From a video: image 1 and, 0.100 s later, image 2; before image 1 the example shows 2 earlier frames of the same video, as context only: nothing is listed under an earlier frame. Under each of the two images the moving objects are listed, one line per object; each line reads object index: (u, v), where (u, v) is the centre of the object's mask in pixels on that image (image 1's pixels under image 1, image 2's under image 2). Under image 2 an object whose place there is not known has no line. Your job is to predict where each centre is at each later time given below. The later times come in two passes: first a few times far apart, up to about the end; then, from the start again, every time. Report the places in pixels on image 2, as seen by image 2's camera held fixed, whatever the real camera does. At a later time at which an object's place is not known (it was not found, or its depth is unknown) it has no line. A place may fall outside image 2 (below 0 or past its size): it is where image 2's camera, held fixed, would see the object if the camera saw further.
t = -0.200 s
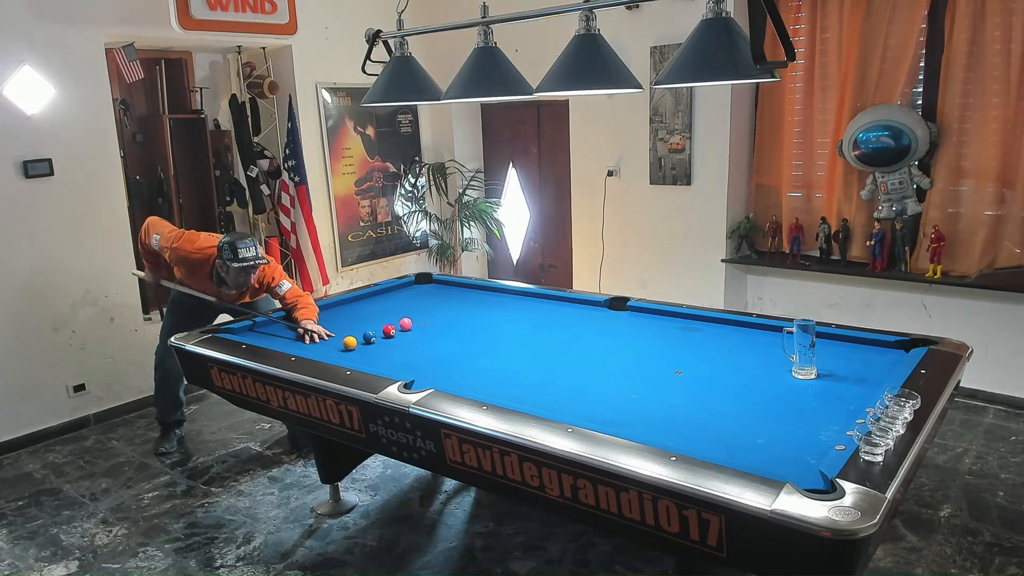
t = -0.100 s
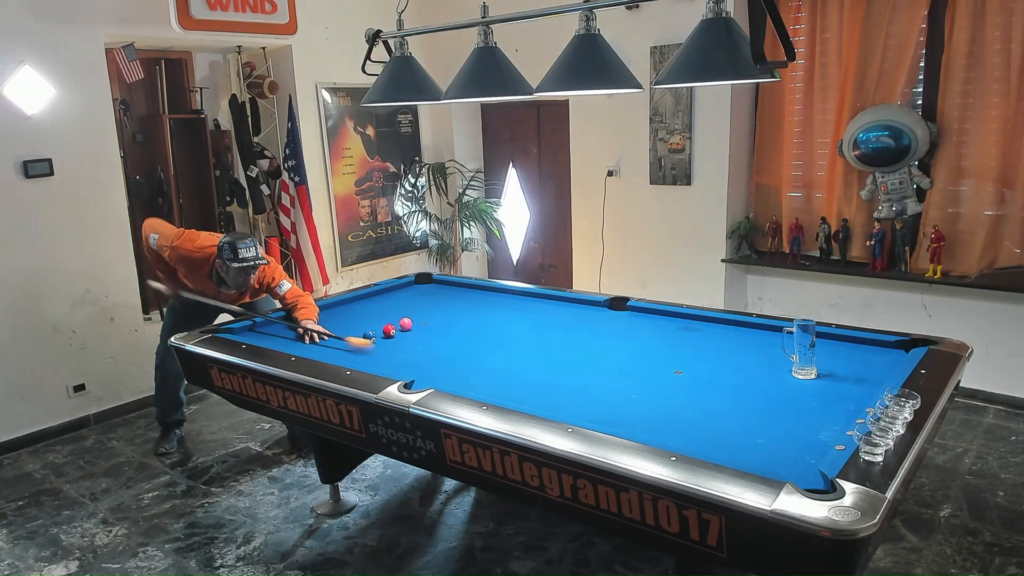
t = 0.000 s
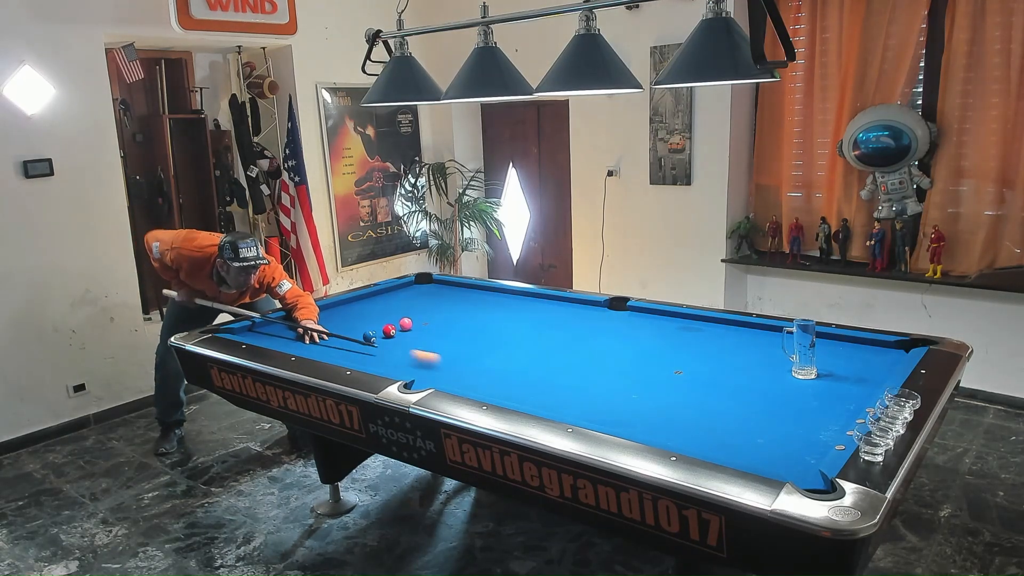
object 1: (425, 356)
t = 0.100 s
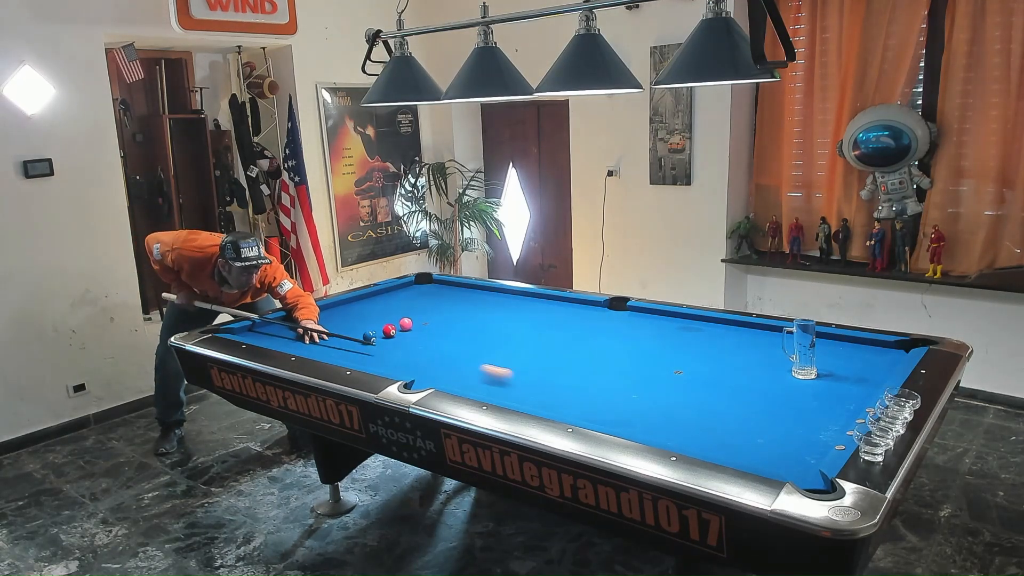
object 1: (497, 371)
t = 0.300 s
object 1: (662, 408)
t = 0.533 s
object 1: (761, 432)
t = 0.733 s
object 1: (643, 408)
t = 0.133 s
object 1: (521, 376)
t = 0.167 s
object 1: (547, 382)
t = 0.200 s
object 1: (573, 387)
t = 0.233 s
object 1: (601, 394)
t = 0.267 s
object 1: (630, 401)
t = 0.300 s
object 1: (662, 408)
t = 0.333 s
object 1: (694, 416)
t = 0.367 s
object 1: (728, 423)
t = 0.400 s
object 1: (765, 432)
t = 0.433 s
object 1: (805, 442)
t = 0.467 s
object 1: (813, 444)
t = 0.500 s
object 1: (786, 437)
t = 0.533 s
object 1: (761, 432)
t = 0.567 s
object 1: (737, 428)
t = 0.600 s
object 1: (716, 423)
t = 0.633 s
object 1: (697, 419)
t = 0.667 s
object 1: (678, 415)
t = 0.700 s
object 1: (660, 411)
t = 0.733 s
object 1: (643, 408)
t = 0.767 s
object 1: (626, 404)
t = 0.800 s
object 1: (610, 400)
